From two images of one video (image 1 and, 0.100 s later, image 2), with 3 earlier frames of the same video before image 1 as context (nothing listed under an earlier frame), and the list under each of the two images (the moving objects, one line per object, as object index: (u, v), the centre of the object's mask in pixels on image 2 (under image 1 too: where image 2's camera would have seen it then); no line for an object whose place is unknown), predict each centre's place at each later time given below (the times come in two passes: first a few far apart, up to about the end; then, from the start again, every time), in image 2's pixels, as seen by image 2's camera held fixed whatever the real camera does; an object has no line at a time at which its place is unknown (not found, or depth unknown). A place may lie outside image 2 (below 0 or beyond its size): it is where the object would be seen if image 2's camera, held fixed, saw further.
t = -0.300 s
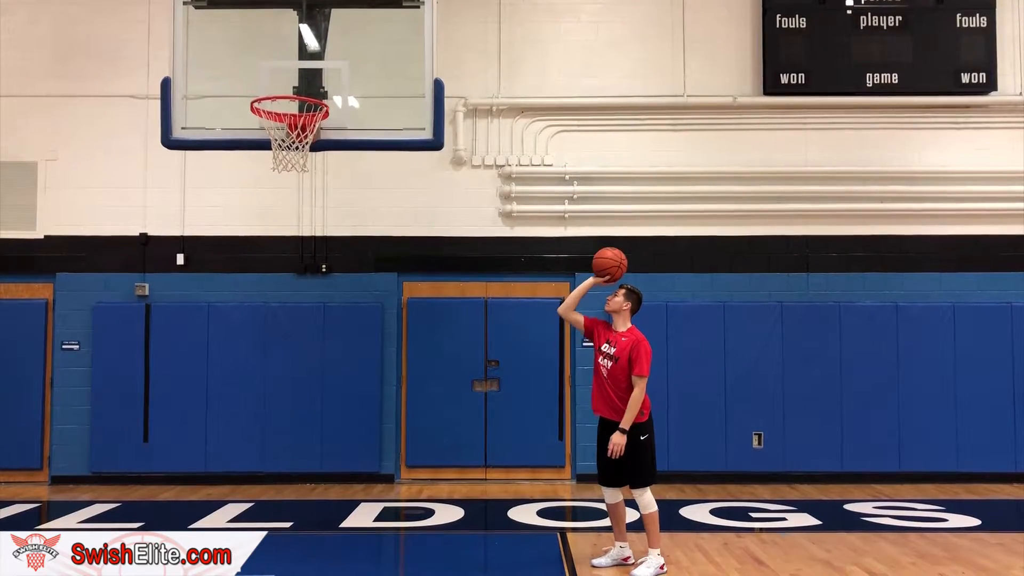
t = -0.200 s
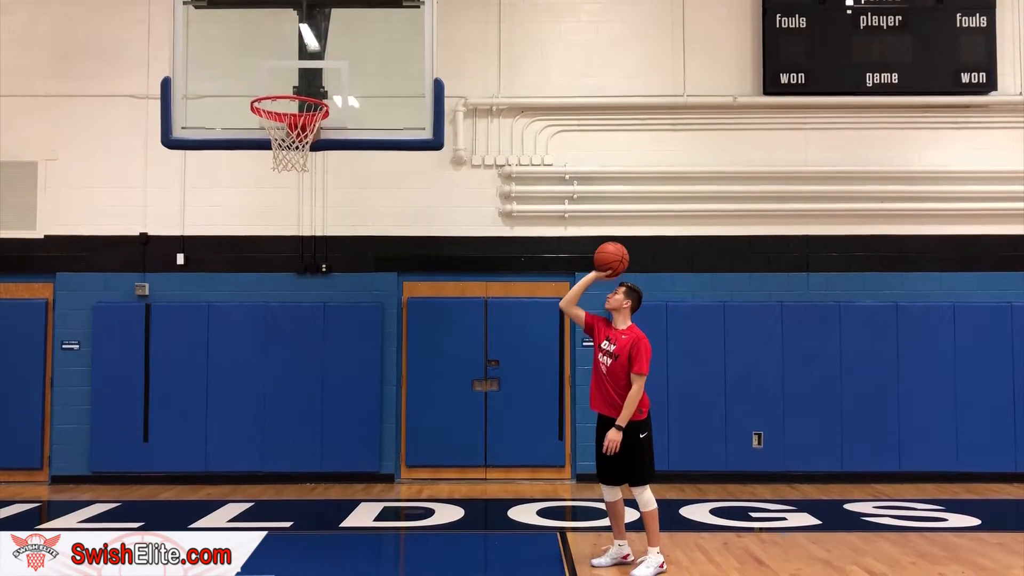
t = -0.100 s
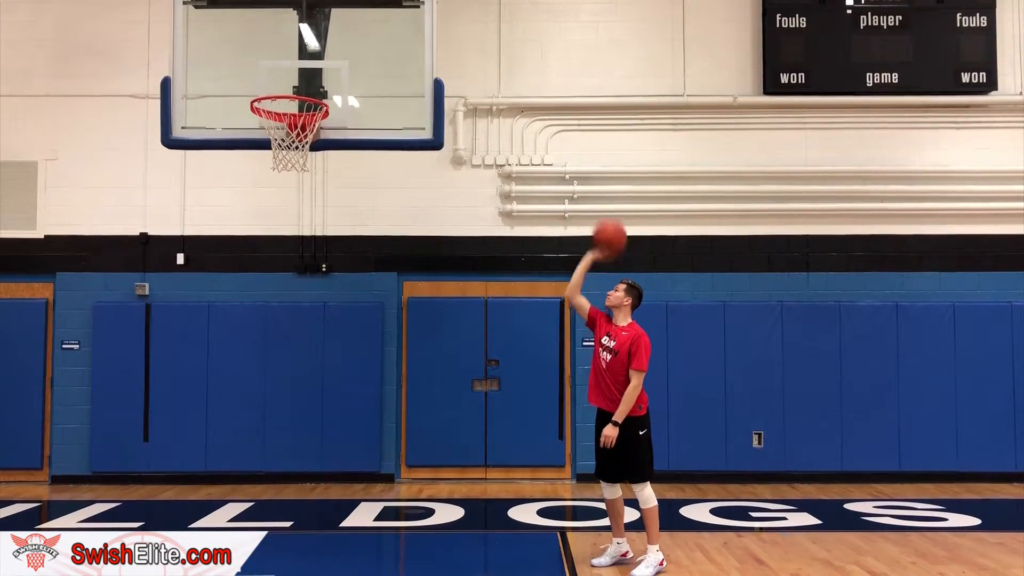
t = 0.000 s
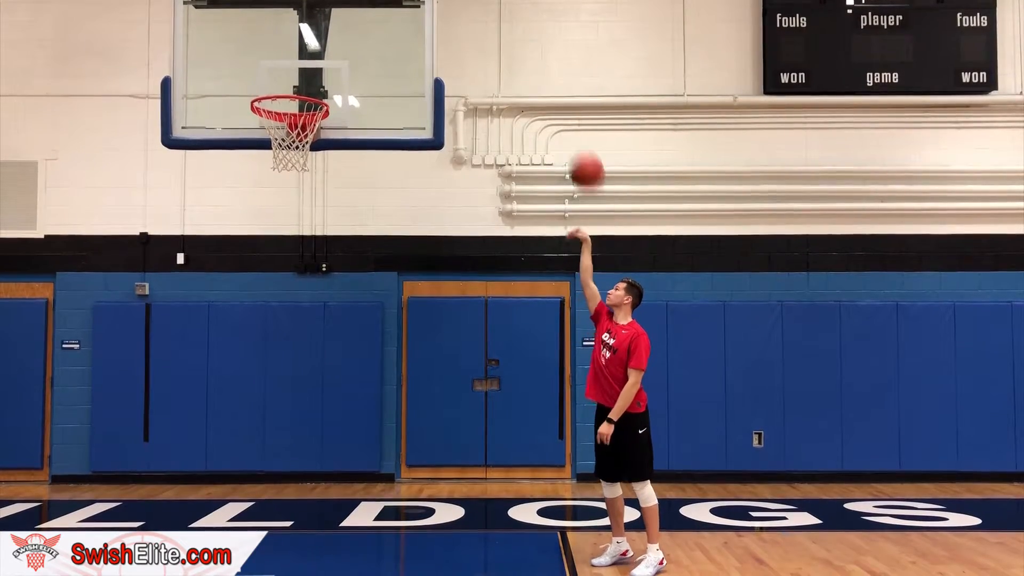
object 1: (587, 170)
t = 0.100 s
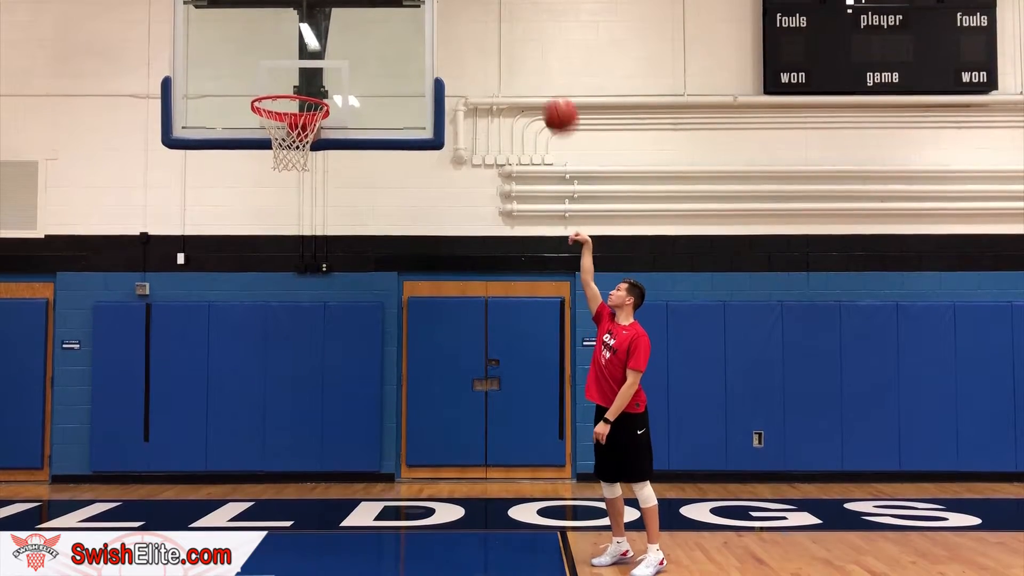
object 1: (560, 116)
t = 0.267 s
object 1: (517, 53)
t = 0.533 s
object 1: (457, 35)
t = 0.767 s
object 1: (506, 108)
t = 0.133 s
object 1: (551, 99)
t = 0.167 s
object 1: (542, 85)
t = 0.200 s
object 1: (534, 73)
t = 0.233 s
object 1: (525, 62)
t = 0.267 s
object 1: (517, 53)
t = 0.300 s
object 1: (508, 46)
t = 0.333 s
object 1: (499, 39)
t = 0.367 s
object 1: (490, 35)
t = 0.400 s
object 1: (482, 31)
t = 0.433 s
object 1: (473, 30)
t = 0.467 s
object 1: (465, 29)
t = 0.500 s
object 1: (456, 31)
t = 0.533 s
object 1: (457, 35)
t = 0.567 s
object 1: (463, 41)
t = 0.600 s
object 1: (470, 48)
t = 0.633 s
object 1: (478, 57)
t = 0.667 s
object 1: (485, 68)
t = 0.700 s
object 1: (492, 80)
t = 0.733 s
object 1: (499, 93)
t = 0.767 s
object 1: (506, 108)
